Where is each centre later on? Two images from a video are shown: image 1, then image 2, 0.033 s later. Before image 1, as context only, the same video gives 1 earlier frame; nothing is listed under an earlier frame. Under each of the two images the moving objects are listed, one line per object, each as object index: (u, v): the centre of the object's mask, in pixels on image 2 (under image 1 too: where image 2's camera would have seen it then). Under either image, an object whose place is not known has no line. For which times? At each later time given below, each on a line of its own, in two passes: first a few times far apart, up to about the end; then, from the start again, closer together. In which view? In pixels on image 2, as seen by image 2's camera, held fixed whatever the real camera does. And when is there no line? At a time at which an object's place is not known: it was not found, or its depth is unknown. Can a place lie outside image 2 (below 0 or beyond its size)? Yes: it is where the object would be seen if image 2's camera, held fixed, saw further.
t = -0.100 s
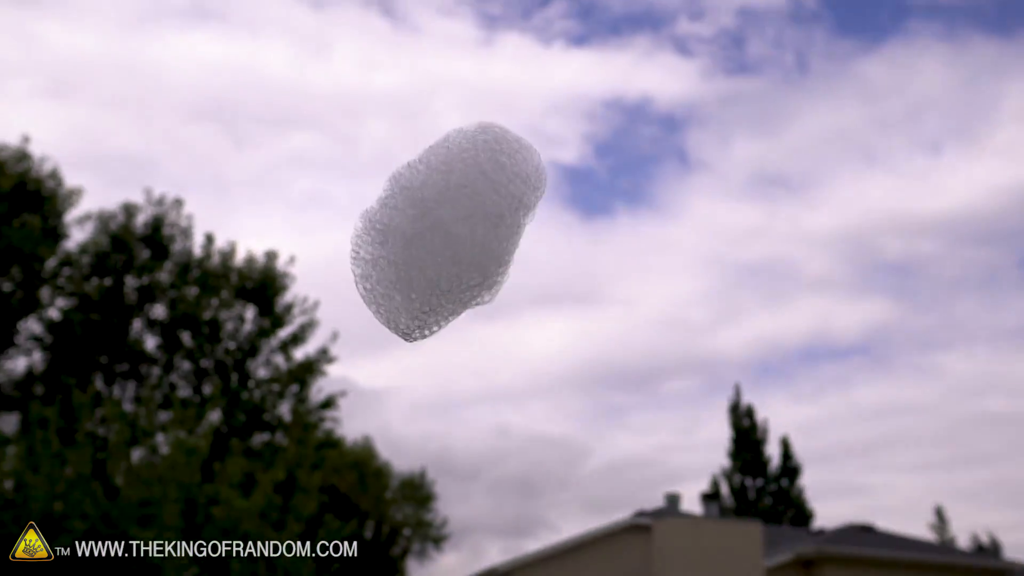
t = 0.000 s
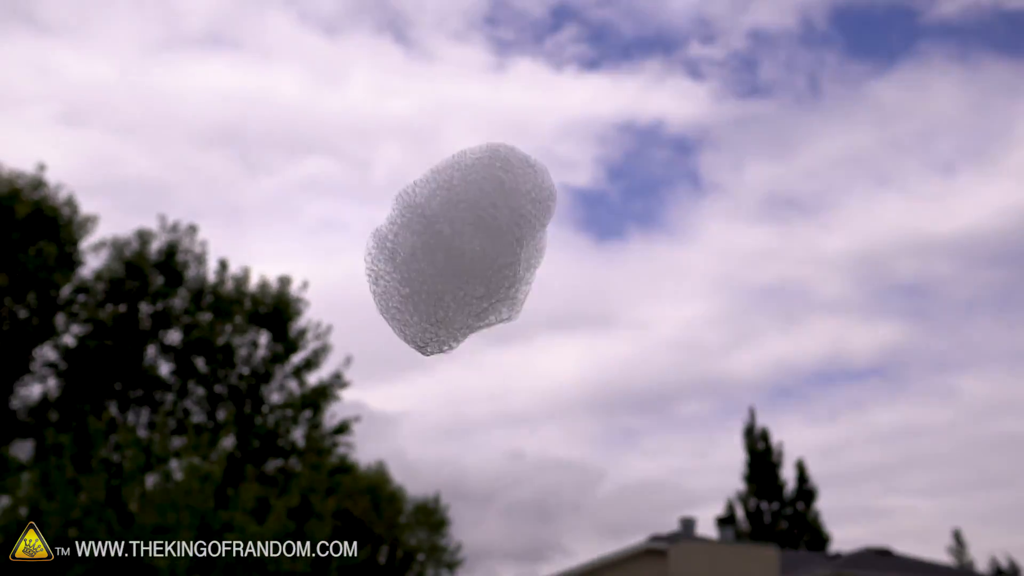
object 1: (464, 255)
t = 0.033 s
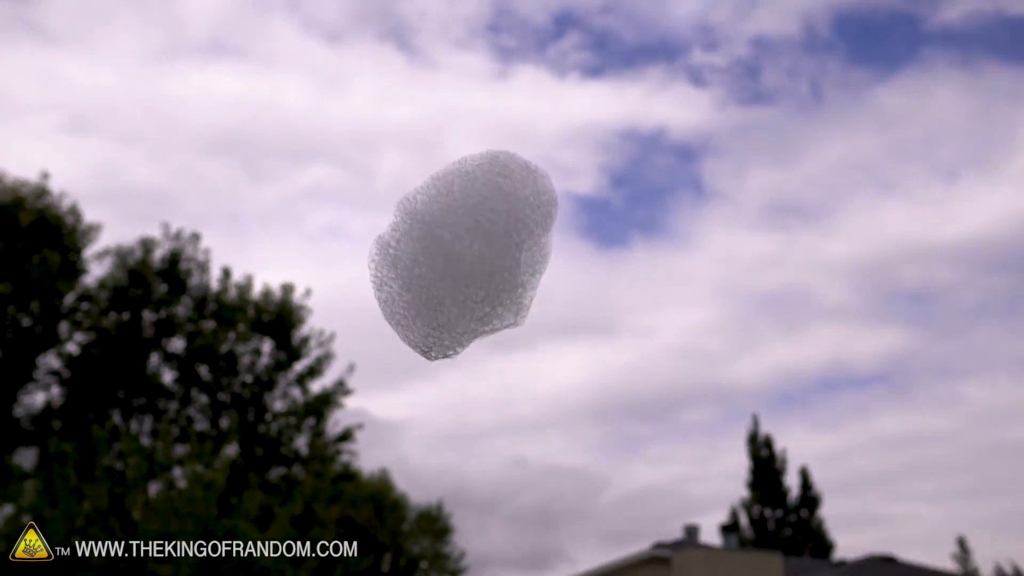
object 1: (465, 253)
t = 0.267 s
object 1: (465, 245)
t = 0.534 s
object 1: (466, 241)
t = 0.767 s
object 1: (465, 248)
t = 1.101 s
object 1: (464, 280)
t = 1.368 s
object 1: (460, 313)
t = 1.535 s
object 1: (460, 339)
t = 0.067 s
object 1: (465, 251)
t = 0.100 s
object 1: (465, 249)
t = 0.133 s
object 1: (465, 248)
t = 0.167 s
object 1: (465, 247)
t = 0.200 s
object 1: (465, 247)
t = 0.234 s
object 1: (465, 246)
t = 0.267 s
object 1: (465, 245)
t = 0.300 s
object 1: (465, 244)
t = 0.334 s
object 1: (466, 244)
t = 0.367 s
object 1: (466, 244)
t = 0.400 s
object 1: (466, 243)
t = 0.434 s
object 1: (467, 243)
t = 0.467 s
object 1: (467, 243)
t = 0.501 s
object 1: (467, 241)
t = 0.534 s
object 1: (466, 241)
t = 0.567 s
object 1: (466, 241)
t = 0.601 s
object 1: (465, 240)
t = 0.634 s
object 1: (465, 241)
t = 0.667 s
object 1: (466, 242)
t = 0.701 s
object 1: (466, 244)
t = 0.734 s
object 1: (465, 245)
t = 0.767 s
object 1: (465, 248)
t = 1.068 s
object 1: (463, 275)
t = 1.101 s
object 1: (464, 280)
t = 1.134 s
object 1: (464, 284)
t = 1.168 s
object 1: (464, 288)
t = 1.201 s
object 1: (464, 292)
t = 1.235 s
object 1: (463, 296)
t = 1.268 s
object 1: (463, 300)
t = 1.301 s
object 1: (461, 304)
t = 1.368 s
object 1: (460, 313)
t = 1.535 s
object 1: (460, 339)
